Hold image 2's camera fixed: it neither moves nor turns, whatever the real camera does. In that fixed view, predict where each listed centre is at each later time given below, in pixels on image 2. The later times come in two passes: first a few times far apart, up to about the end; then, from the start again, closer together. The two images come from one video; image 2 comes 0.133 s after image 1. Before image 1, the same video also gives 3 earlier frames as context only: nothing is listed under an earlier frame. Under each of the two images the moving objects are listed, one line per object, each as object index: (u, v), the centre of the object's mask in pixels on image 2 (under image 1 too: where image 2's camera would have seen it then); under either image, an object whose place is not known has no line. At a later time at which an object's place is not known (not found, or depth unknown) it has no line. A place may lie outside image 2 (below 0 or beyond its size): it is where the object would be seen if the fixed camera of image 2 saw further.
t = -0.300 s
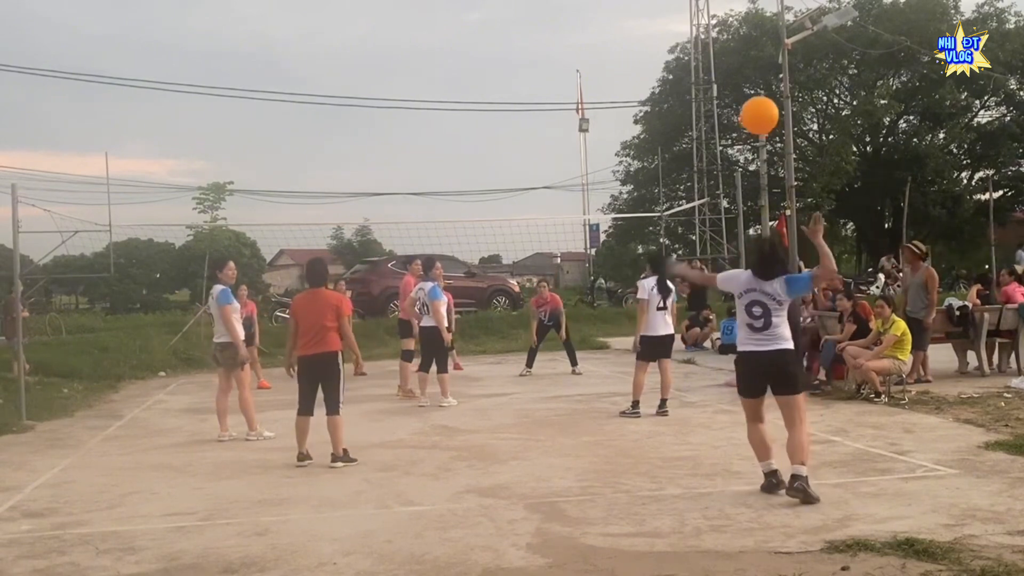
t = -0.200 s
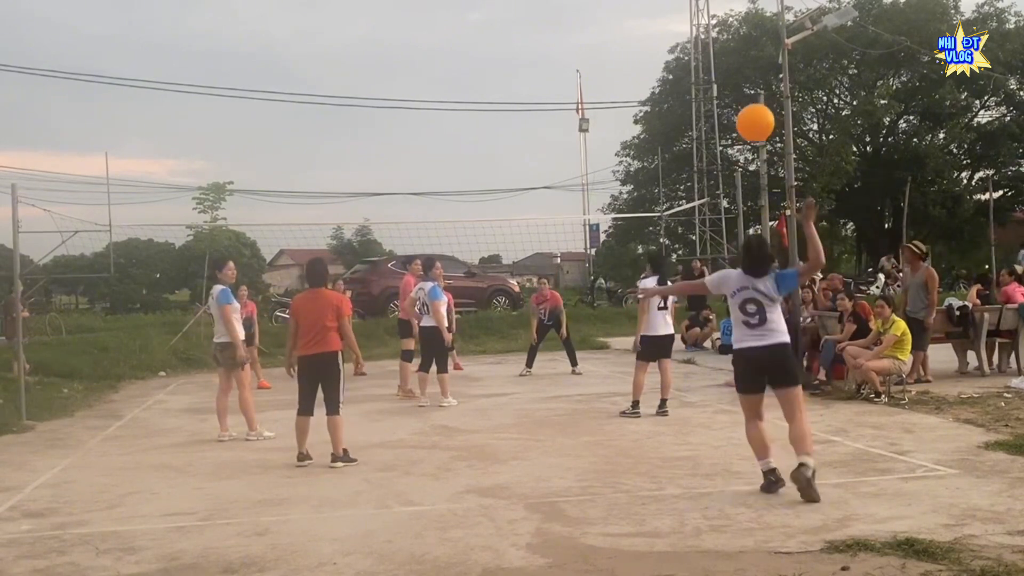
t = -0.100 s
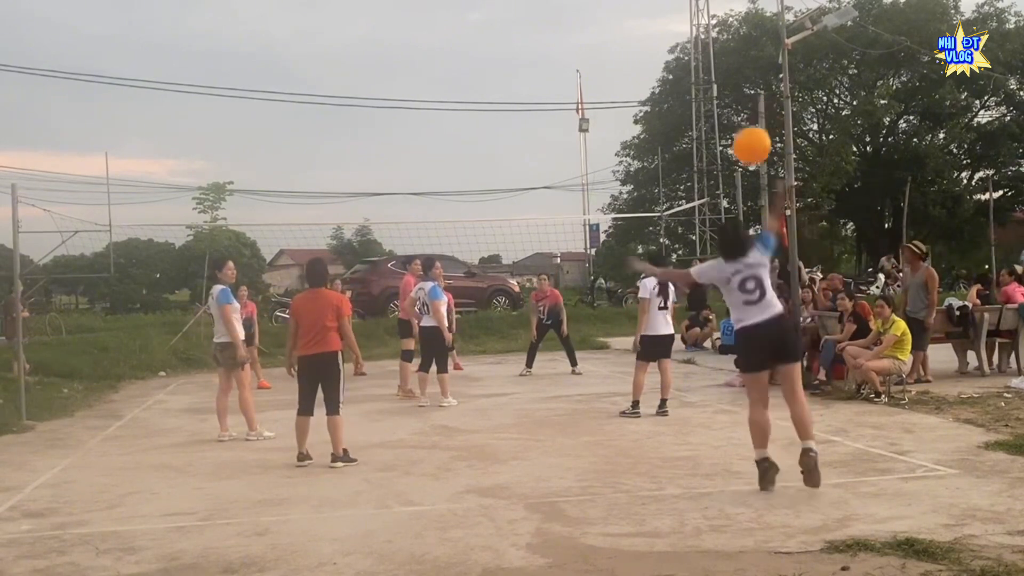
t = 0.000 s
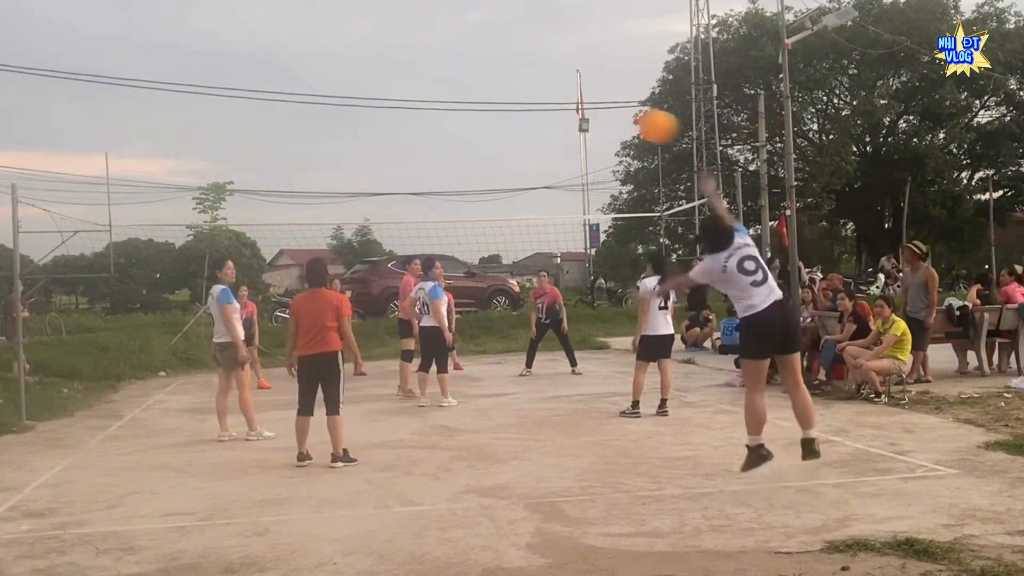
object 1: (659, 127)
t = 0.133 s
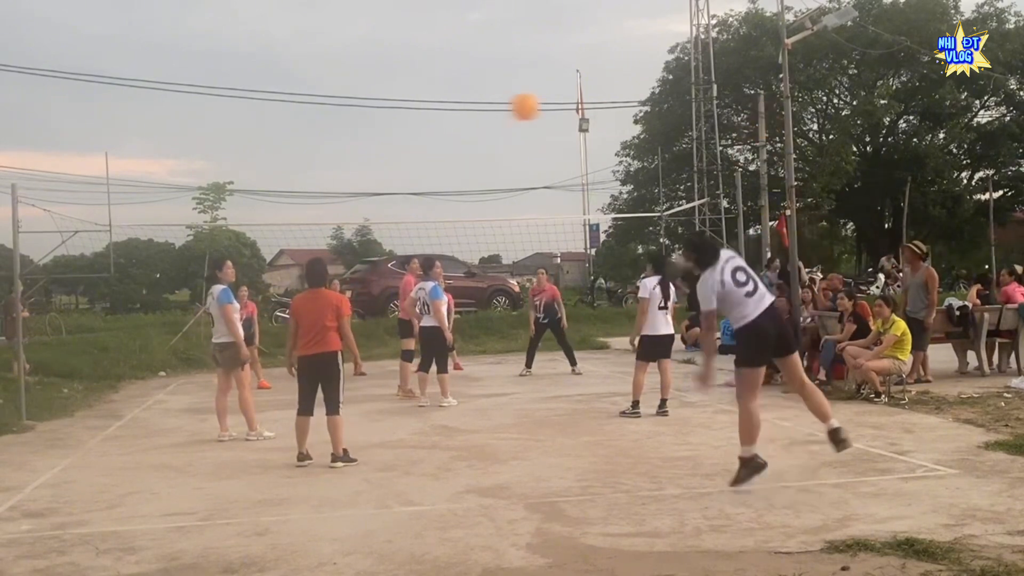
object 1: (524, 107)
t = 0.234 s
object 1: (456, 113)
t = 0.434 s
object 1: (360, 147)
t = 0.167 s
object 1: (500, 108)
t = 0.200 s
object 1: (477, 110)
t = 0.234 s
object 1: (456, 113)
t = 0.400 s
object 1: (373, 140)
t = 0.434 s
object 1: (360, 147)
